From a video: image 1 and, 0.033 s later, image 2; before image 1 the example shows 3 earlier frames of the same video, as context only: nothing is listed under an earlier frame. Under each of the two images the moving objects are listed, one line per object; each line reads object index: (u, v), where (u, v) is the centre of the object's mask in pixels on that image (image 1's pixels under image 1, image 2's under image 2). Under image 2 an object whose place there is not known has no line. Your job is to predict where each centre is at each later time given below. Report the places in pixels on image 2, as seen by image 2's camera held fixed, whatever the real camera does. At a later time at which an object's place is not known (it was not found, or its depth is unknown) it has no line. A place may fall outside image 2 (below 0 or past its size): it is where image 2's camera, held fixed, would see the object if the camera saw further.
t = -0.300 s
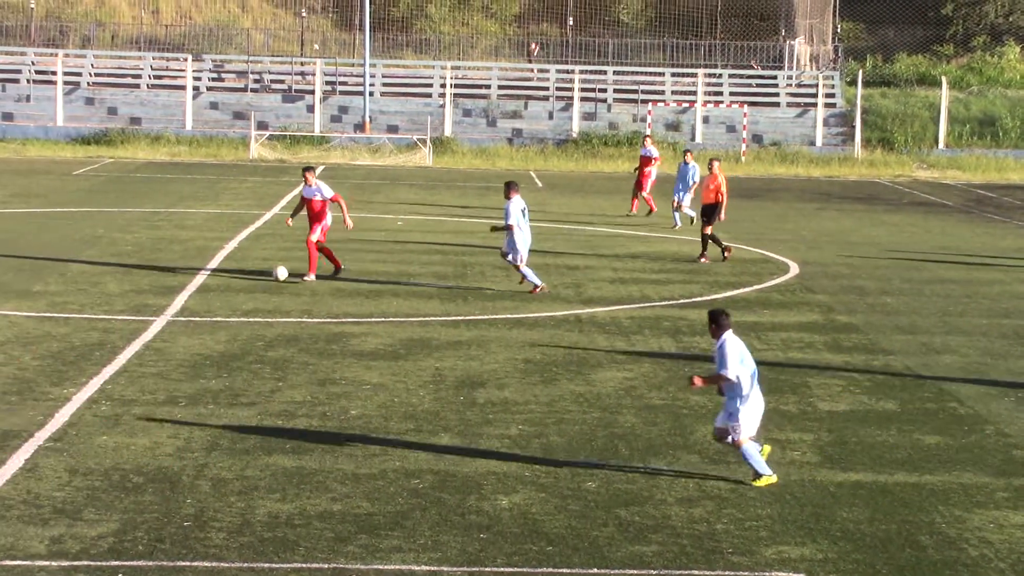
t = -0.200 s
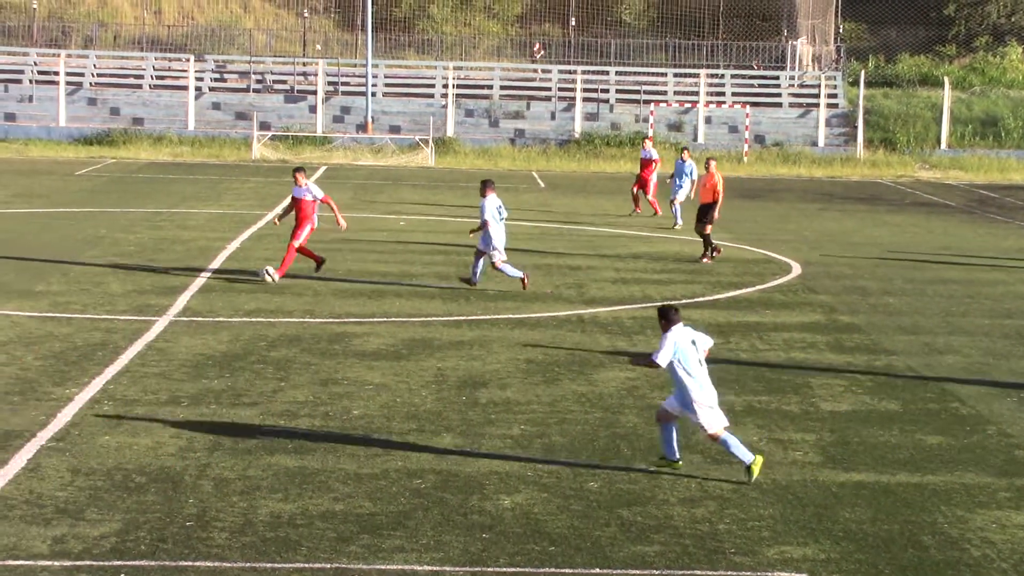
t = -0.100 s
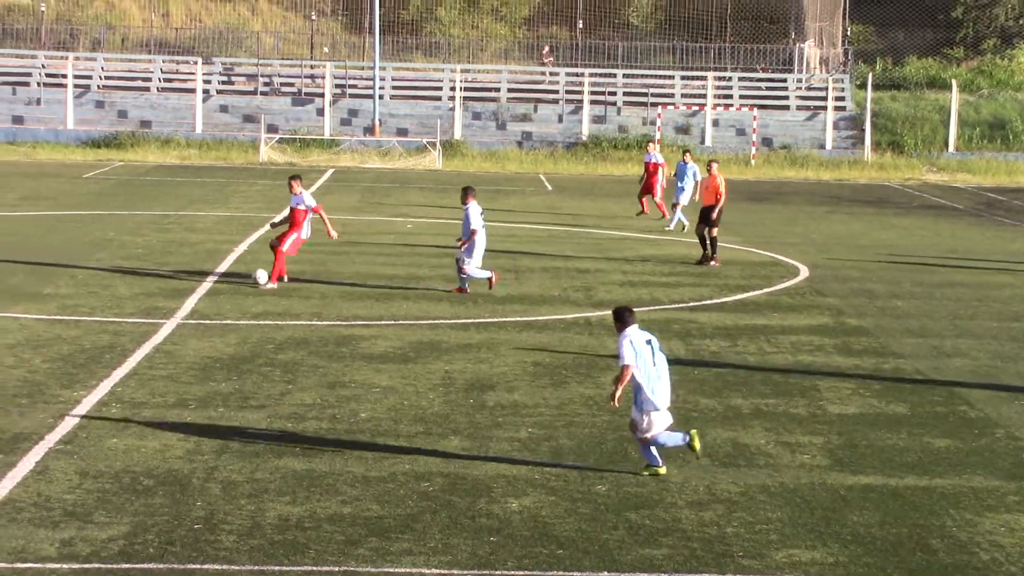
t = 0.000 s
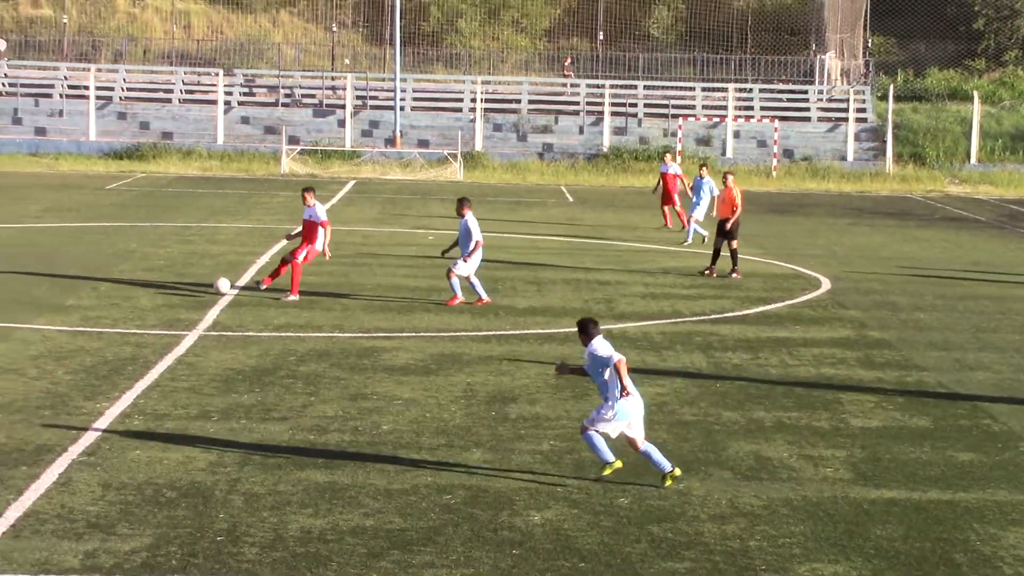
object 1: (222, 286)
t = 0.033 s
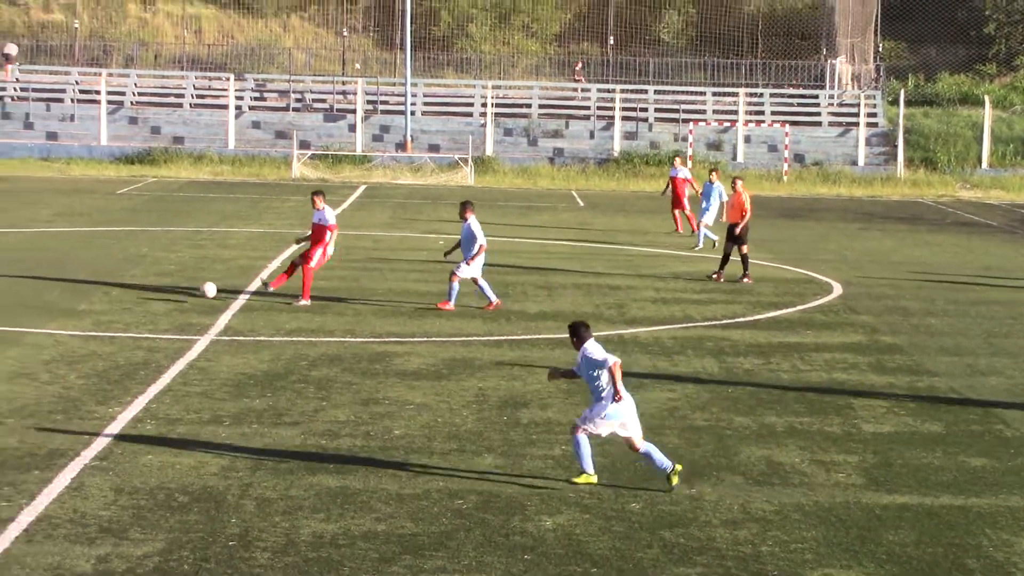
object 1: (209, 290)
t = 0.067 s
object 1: (184, 290)
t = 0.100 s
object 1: (162, 291)
